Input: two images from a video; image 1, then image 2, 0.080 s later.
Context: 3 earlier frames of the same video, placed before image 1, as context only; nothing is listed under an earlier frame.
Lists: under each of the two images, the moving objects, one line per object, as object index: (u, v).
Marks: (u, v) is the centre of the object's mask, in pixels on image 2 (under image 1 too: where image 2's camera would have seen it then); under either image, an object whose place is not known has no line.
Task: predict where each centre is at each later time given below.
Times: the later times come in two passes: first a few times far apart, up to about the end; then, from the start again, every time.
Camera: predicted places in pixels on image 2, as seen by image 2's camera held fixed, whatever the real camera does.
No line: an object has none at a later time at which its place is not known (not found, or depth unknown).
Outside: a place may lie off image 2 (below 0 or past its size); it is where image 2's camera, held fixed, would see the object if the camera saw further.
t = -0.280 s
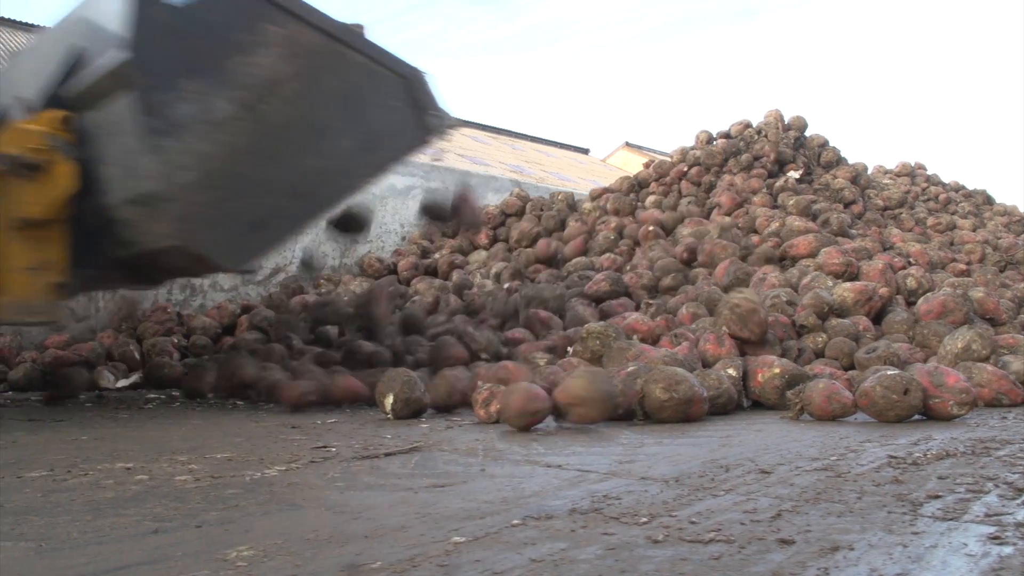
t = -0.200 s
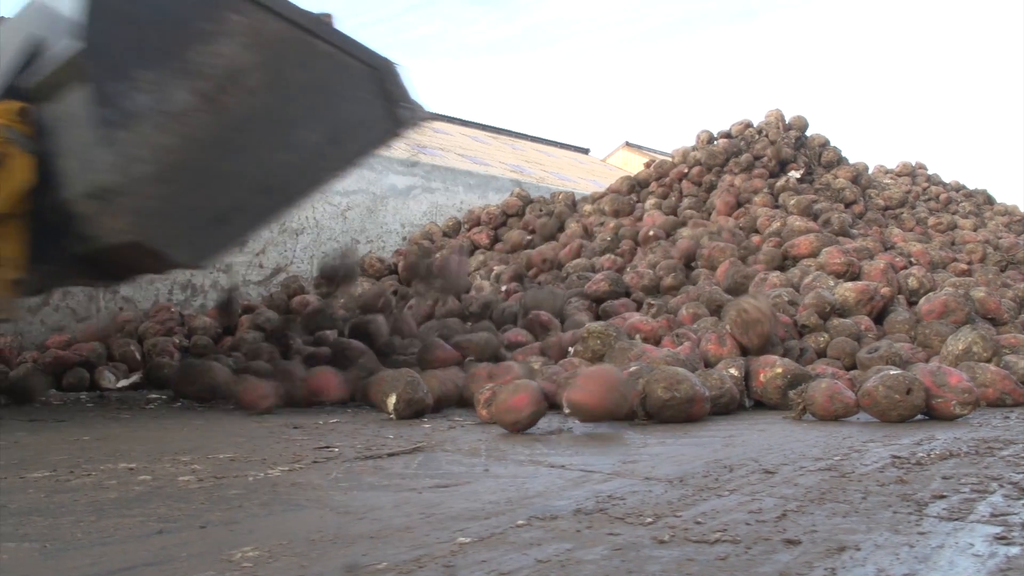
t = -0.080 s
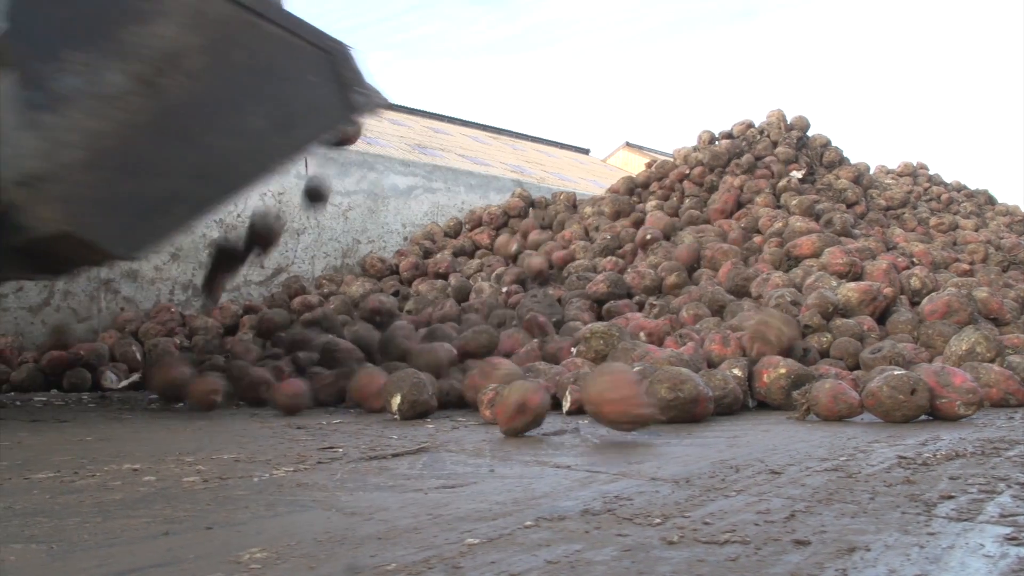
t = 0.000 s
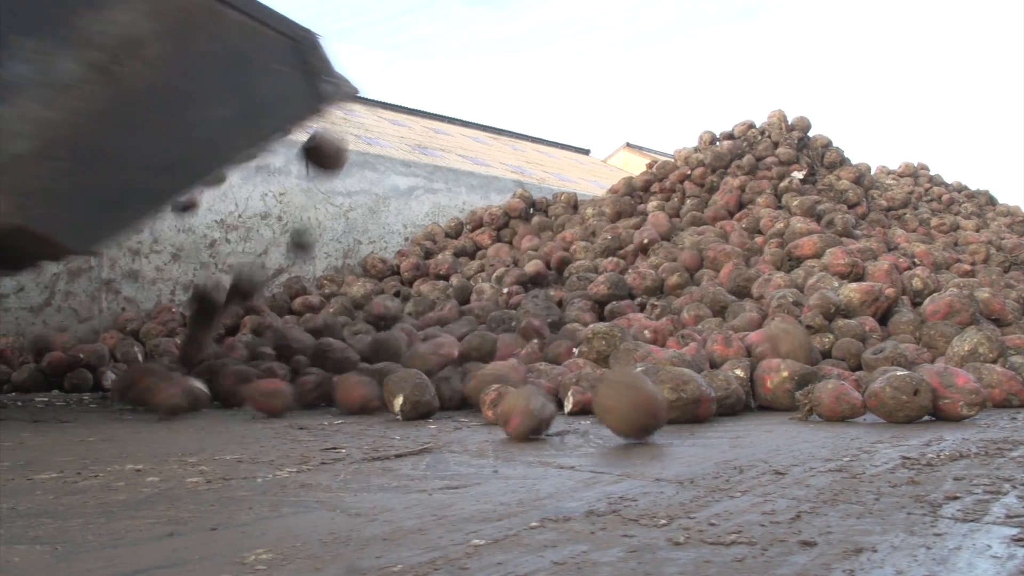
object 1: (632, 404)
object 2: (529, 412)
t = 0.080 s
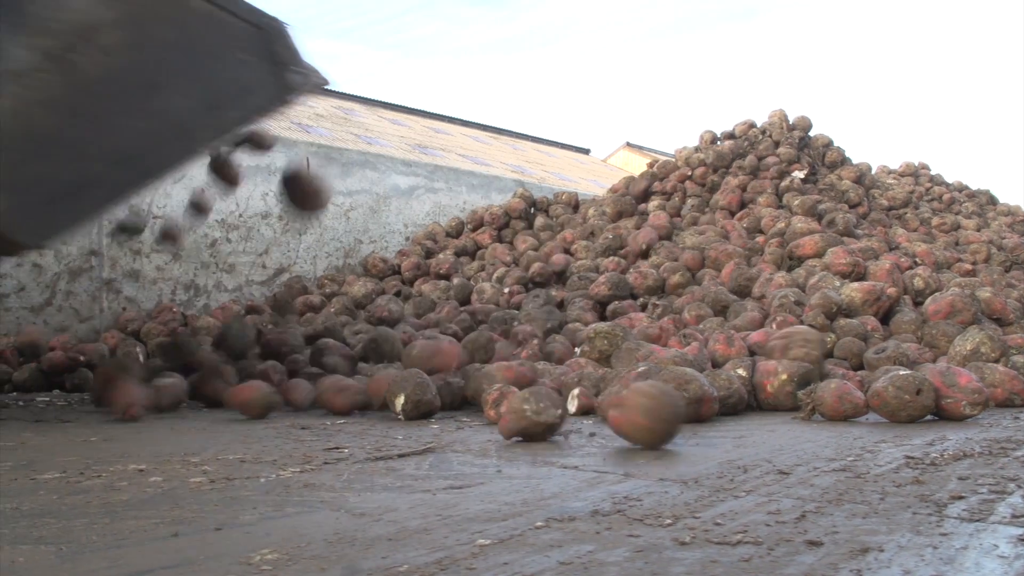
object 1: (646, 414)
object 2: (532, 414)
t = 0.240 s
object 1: (654, 417)
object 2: (540, 417)
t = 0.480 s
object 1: (635, 423)
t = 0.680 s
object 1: (610, 440)
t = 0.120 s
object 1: (645, 412)
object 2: (535, 416)
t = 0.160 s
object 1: (649, 415)
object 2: (536, 417)
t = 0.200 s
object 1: (653, 415)
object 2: (538, 417)
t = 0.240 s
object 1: (654, 417)
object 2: (540, 417)
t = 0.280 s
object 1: (655, 418)
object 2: (541, 416)
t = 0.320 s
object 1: (651, 420)
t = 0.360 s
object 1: (646, 424)
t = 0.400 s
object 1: (645, 427)
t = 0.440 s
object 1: (643, 425)
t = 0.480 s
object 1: (635, 423)
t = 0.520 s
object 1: (629, 423)
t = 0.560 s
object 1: (626, 427)
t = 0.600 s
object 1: (619, 432)
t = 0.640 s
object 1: (613, 436)
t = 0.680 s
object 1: (610, 440)
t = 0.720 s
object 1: (599, 440)
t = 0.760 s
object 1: (585, 439)
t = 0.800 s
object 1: (578, 442)
